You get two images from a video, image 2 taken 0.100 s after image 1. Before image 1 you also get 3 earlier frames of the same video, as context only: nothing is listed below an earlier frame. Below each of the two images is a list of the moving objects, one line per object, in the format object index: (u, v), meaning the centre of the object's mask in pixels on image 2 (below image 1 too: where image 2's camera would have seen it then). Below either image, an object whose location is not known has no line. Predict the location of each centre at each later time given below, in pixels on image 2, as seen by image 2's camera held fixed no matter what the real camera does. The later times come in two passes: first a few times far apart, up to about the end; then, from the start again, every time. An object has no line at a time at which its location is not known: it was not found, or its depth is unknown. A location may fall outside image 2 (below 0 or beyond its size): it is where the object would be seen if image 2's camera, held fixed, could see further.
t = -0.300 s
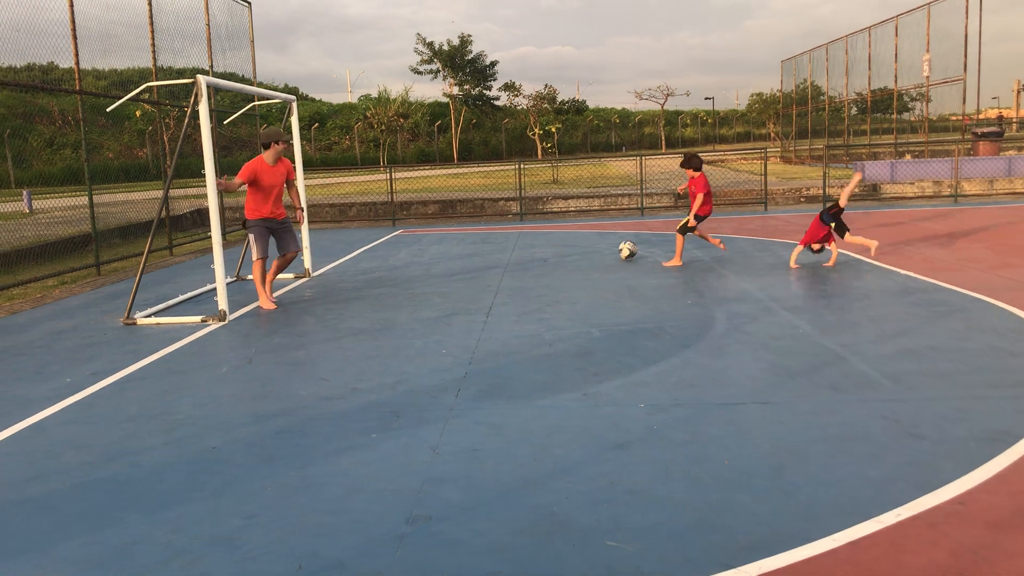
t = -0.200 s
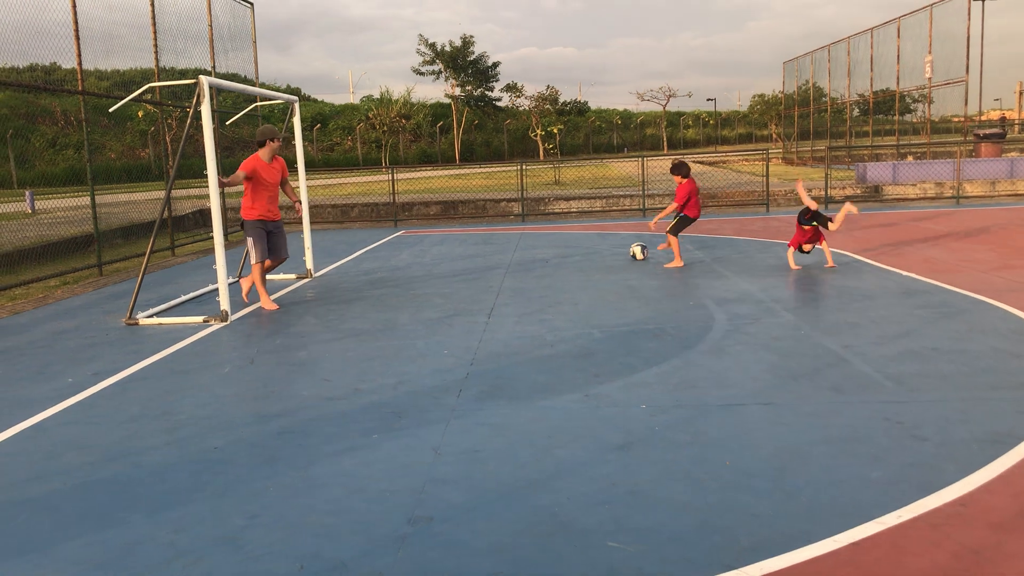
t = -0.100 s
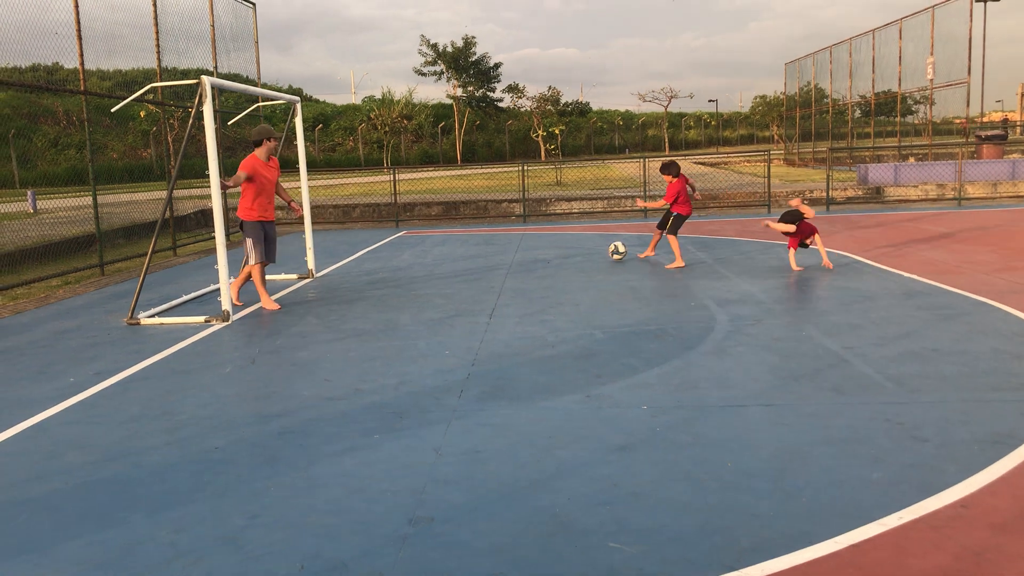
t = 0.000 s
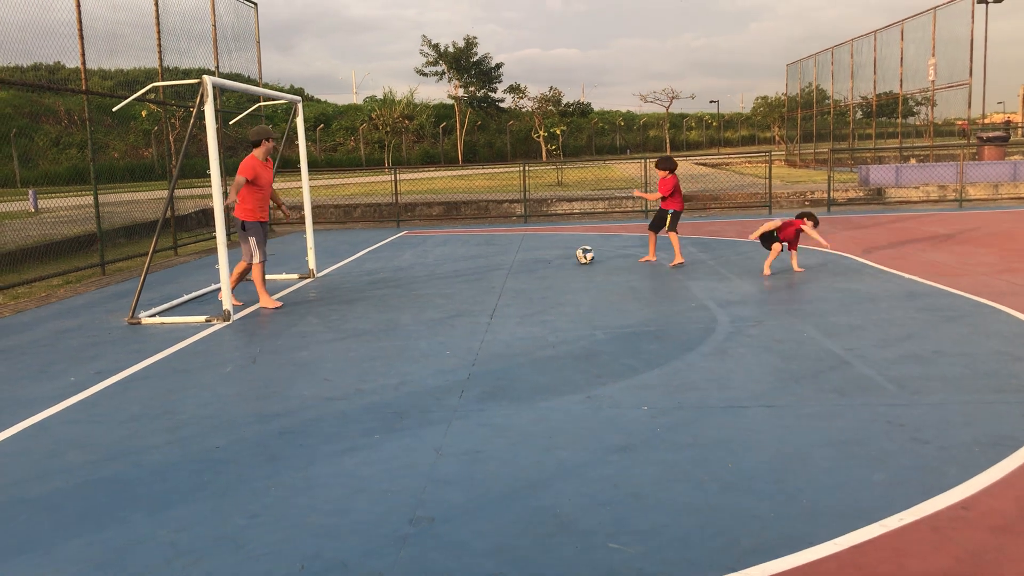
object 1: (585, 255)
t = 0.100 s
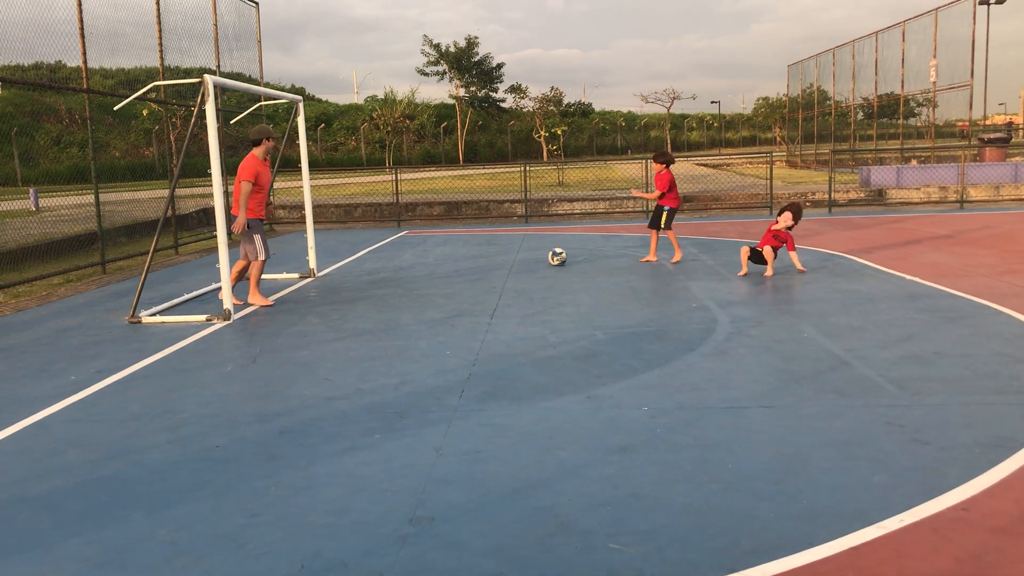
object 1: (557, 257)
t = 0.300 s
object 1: (517, 257)
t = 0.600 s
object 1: (457, 259)
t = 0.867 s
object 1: (406, 261)
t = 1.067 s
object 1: (370, 263)
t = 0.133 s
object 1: (550, 256)
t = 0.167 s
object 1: (543, 256)
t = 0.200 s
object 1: (536, 256)
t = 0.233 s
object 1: (530, 257)
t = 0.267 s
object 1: (524, 257)
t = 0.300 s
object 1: (517, 257)
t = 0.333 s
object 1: (510, 257)
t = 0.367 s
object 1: (503, 258)
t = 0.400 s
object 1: (495, 258)
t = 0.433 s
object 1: (489, 258)
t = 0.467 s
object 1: (482, 259)
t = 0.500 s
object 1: (476, 259)
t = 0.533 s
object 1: (470, 259)
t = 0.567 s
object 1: (463, 259)
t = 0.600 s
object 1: (457, 259)
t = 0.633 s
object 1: (450, 260)
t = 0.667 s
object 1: (443, 261)
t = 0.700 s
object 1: (436, 260)
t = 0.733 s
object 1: (431, 261)
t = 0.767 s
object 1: (425, 261)
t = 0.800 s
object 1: (419, 261)
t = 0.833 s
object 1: (413, 261)
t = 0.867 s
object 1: (406, 261)
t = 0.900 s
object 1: (400, 261)
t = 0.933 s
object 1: (394, 262)
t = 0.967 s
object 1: (387, 262)
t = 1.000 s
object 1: (381, 262)
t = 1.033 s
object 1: (375, 262)
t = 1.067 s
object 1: (370, 263)
